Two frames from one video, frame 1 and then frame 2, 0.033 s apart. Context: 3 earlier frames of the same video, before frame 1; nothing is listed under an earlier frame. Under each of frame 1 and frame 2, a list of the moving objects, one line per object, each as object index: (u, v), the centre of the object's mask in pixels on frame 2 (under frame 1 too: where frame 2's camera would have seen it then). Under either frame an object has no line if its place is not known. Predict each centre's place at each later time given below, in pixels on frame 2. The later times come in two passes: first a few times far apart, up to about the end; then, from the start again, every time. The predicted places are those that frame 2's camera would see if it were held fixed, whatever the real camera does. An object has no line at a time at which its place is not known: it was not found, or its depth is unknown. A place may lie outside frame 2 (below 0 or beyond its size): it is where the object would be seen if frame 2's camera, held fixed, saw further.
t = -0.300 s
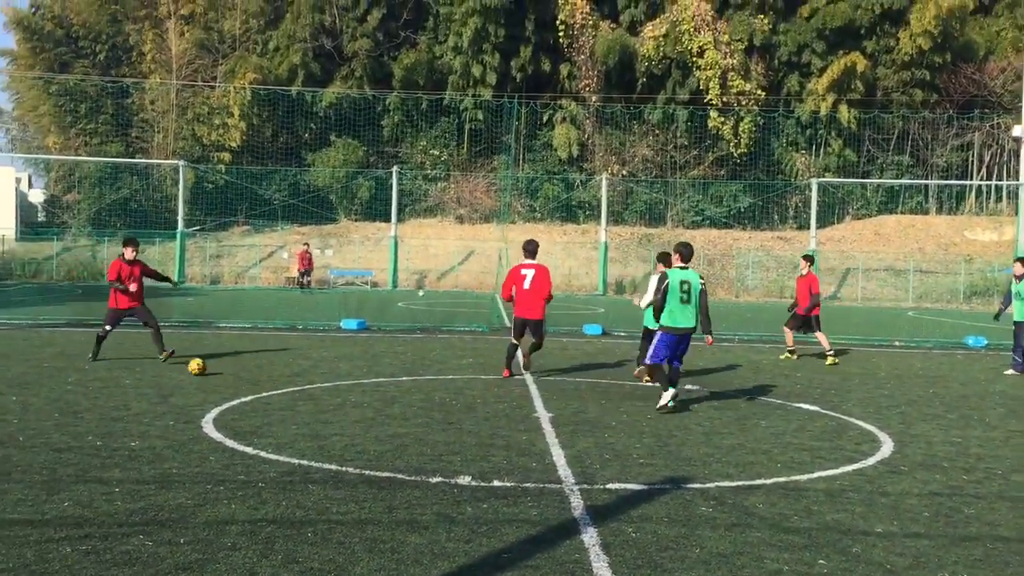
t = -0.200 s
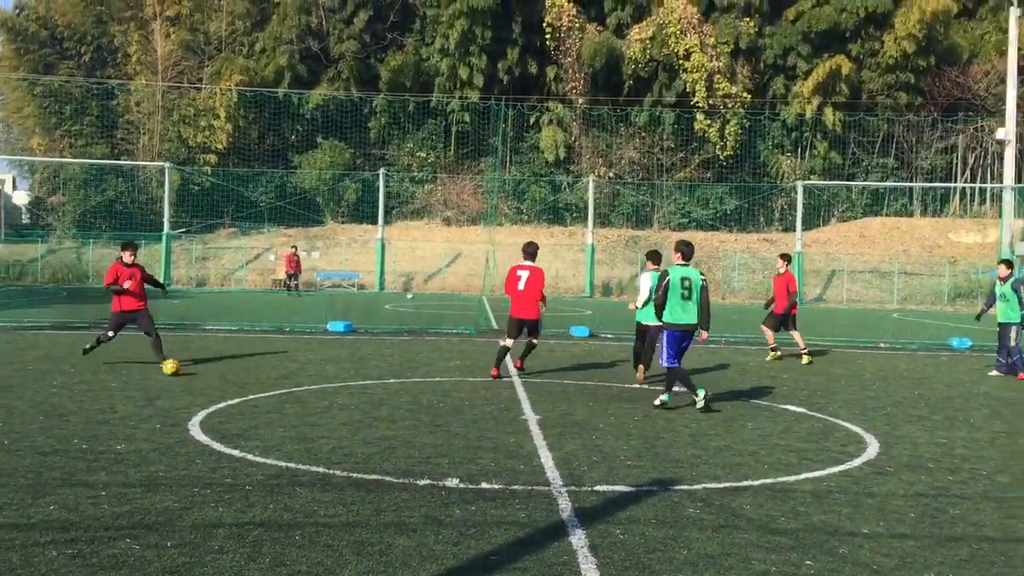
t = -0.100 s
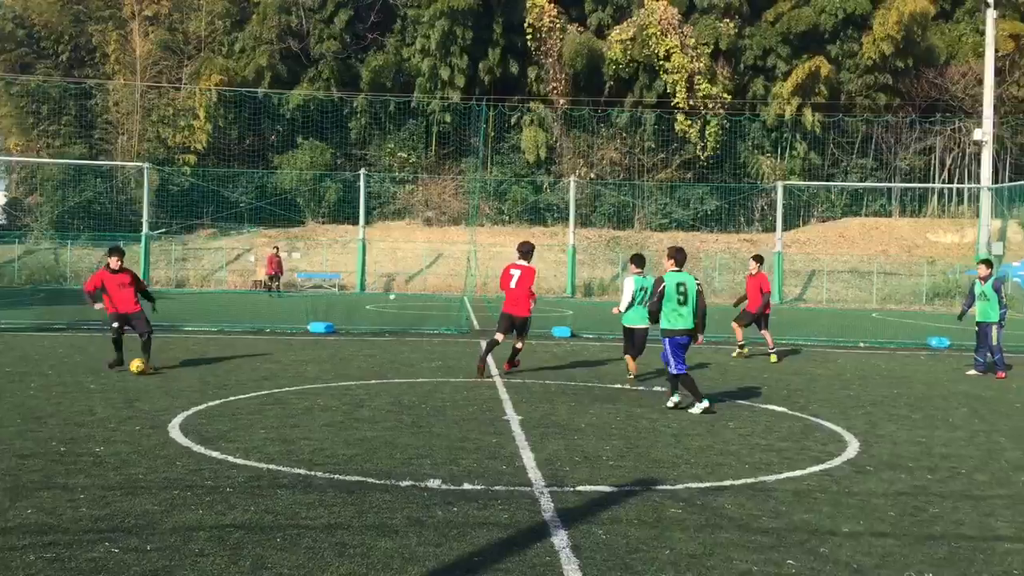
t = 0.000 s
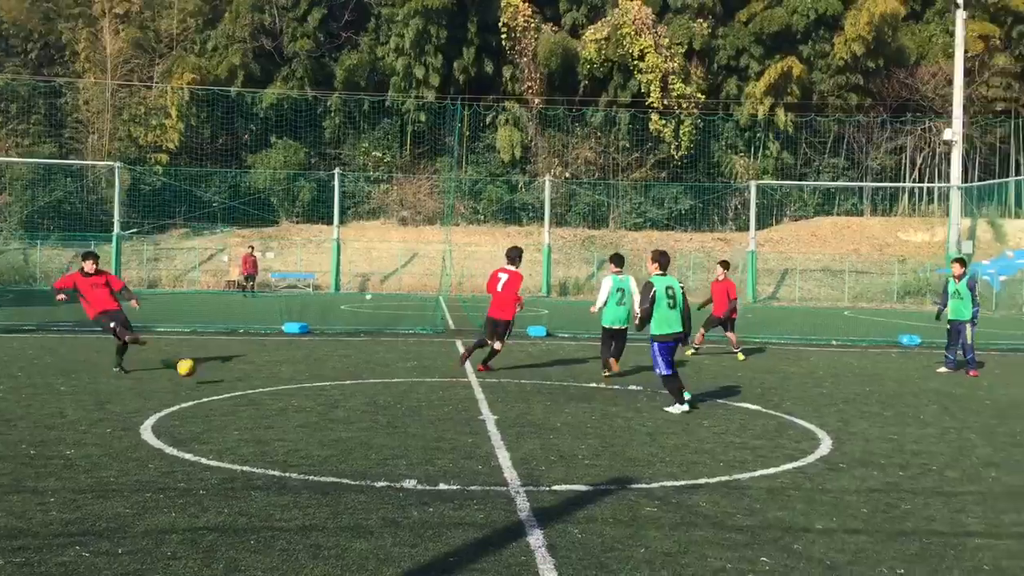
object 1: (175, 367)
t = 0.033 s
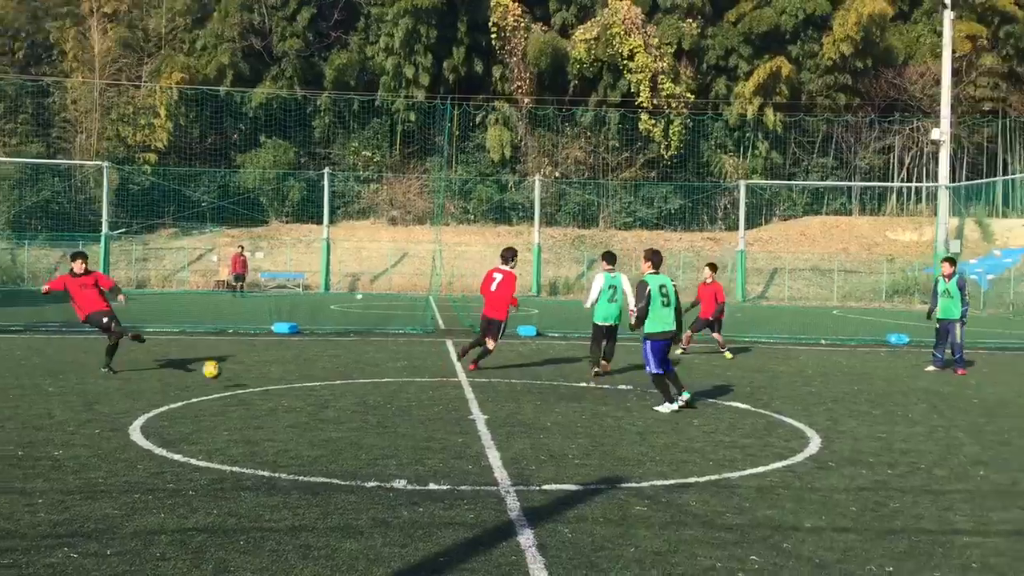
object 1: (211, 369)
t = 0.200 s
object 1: (428, 401)
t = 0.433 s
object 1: (792, 438)
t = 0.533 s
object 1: (971, 459)
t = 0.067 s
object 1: (251, 372)
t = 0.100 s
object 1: (291, 377)
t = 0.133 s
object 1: (334, 383)
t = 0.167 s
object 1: (380, 390)
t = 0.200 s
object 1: (428, 401)
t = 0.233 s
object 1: (476, 406)
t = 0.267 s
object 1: (523, 408)
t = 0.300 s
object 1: (572, 411)
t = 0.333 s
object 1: (624, 417)
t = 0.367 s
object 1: (679, 424)
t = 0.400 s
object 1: (736, 434)
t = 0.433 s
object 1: (792, 438)
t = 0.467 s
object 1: (848, 442)
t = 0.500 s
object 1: (909, 450)
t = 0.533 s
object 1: (971, 459)
